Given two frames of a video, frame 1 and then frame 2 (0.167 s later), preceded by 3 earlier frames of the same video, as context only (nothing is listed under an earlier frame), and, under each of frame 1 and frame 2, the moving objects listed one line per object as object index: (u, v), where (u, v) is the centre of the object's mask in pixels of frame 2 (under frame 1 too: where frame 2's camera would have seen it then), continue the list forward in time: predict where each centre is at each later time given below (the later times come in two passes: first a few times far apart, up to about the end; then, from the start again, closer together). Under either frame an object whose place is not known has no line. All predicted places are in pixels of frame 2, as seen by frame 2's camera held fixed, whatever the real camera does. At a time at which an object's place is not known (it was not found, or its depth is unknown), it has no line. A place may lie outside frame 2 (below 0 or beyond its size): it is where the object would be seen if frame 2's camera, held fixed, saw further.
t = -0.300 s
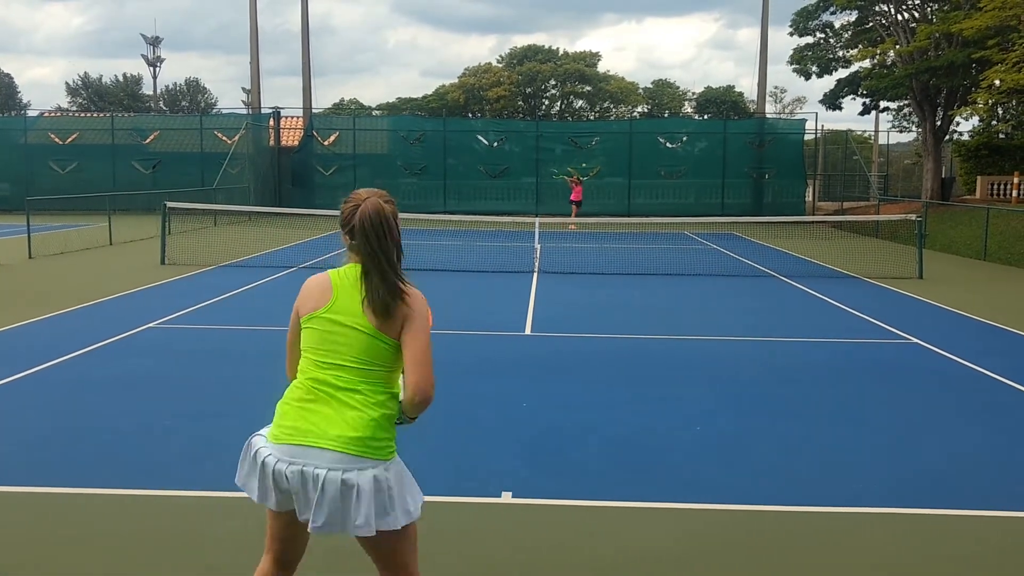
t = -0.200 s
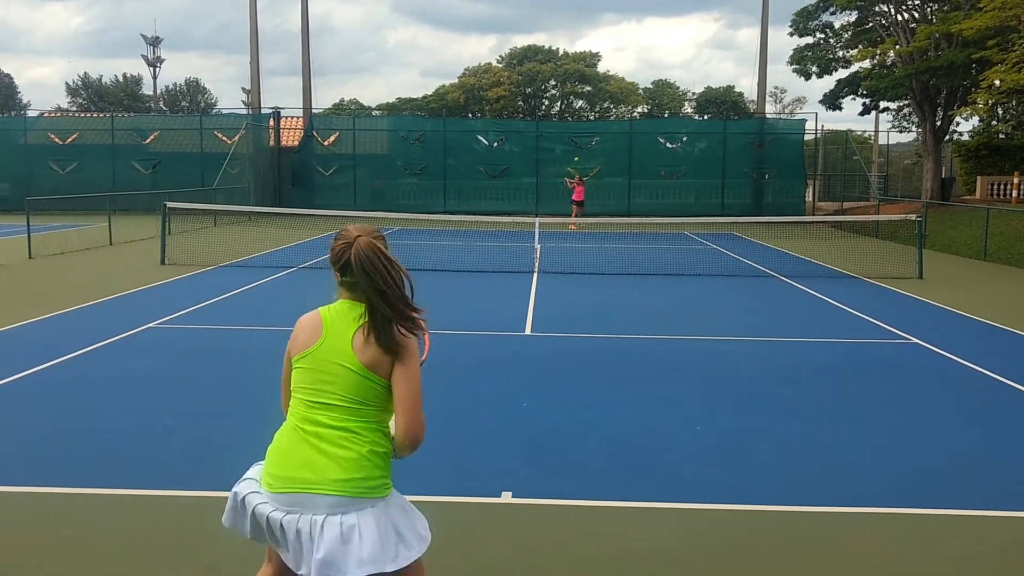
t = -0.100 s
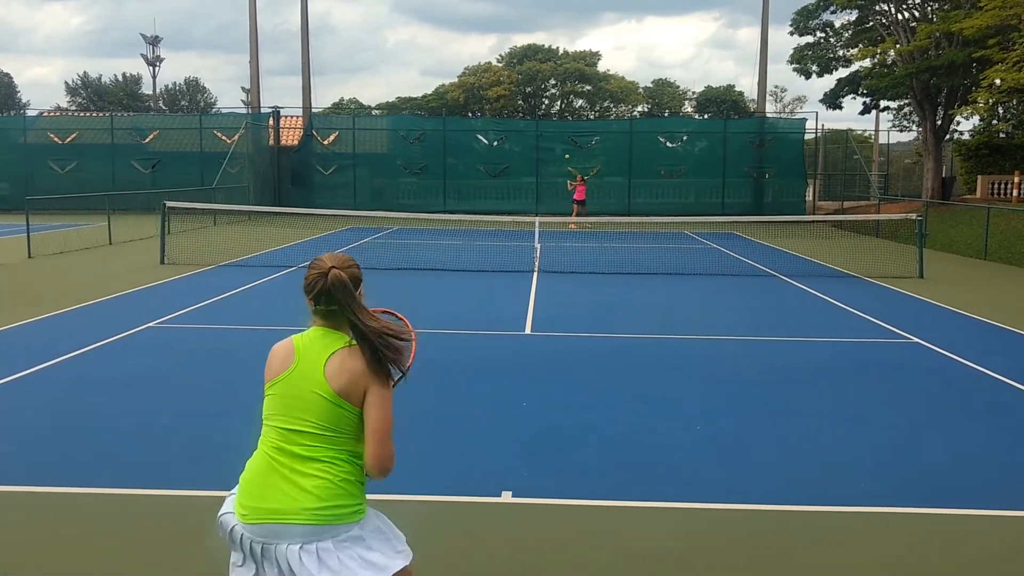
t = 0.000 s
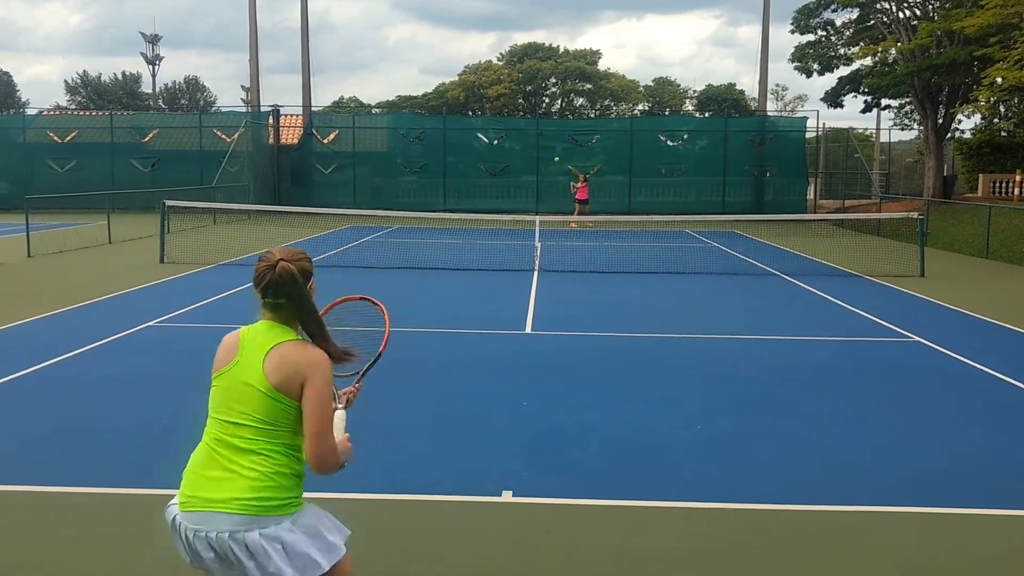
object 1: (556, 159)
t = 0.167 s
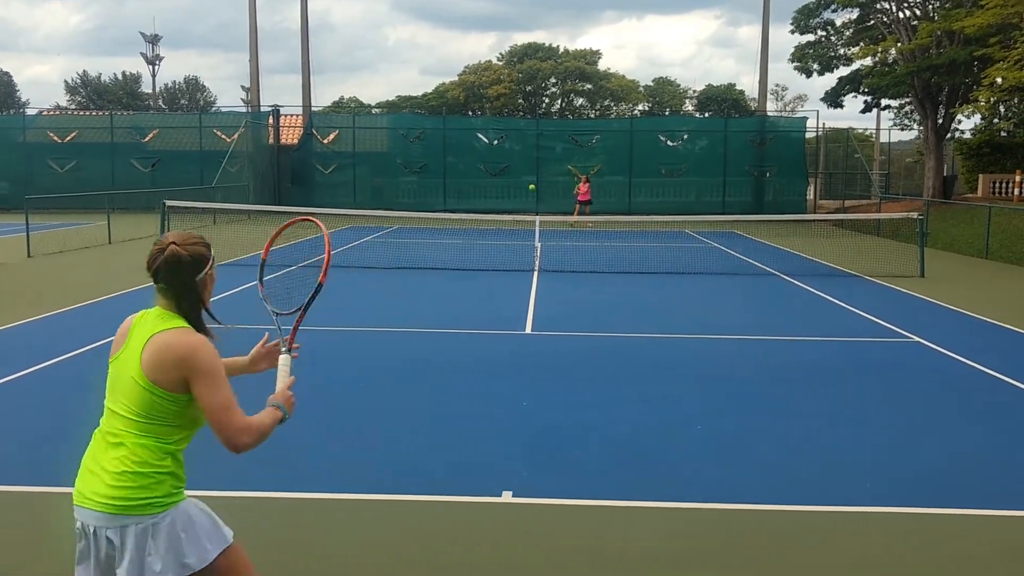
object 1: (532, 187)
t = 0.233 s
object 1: (519, 209)
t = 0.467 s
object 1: (442, 386)
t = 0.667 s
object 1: (358, 371)
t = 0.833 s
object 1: (226, 376)
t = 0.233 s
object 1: (519, 209)
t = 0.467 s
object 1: (442, 386)
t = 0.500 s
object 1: (427, 415)
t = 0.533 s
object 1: (416, 404)
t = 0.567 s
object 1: (403, 394)
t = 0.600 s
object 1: (390, 385)
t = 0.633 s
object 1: (375, 377)
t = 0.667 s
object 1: (358, 371)
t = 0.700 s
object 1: (339, 366)
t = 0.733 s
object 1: (317, 364)
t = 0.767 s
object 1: (292, 364)
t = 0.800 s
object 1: (262, 368)
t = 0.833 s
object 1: (226, 376)
